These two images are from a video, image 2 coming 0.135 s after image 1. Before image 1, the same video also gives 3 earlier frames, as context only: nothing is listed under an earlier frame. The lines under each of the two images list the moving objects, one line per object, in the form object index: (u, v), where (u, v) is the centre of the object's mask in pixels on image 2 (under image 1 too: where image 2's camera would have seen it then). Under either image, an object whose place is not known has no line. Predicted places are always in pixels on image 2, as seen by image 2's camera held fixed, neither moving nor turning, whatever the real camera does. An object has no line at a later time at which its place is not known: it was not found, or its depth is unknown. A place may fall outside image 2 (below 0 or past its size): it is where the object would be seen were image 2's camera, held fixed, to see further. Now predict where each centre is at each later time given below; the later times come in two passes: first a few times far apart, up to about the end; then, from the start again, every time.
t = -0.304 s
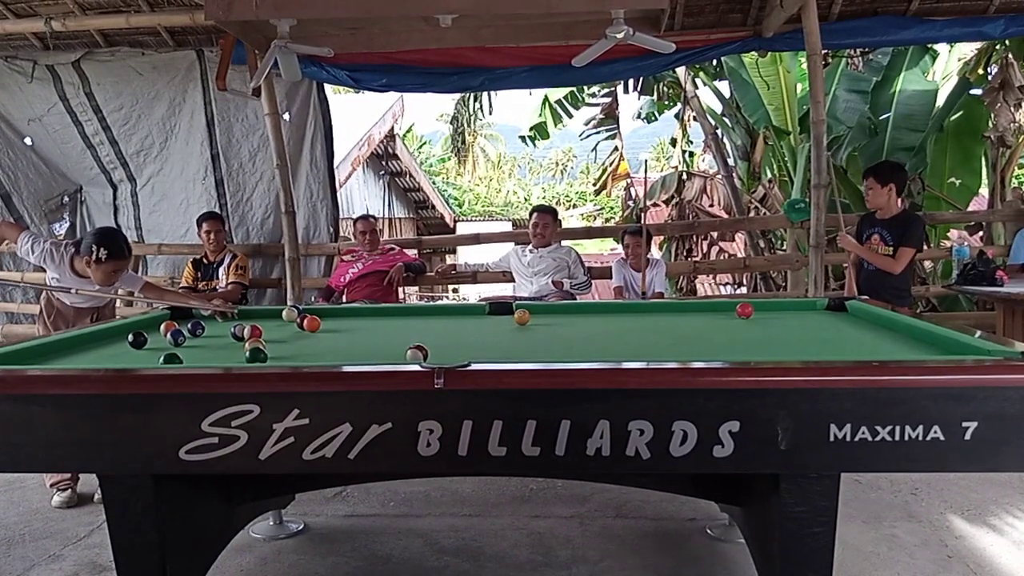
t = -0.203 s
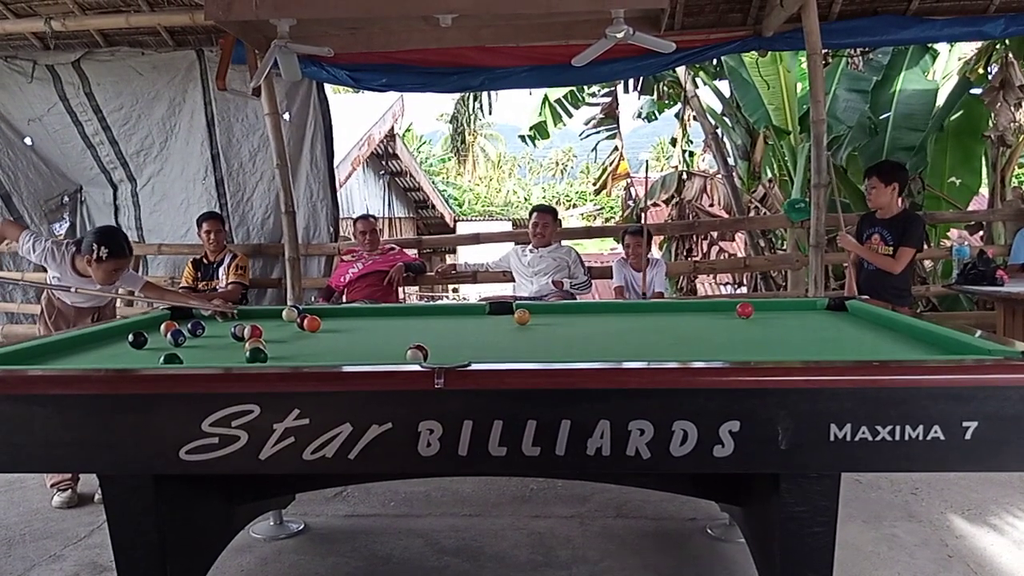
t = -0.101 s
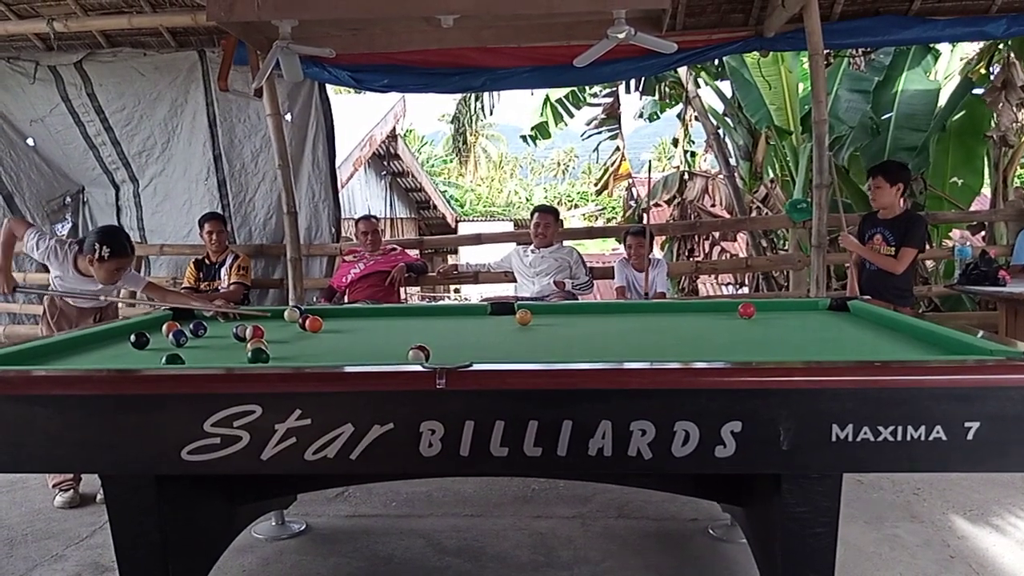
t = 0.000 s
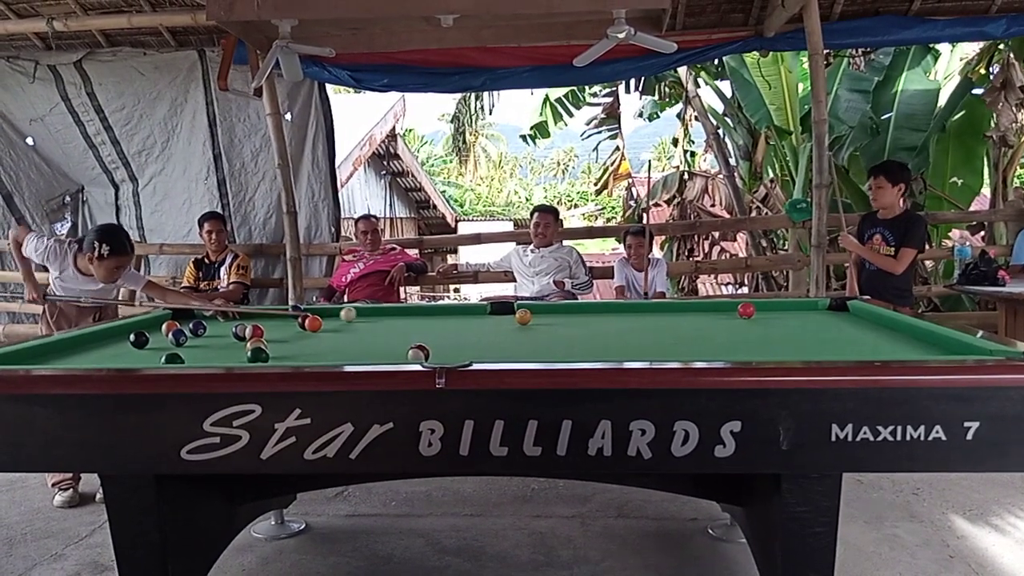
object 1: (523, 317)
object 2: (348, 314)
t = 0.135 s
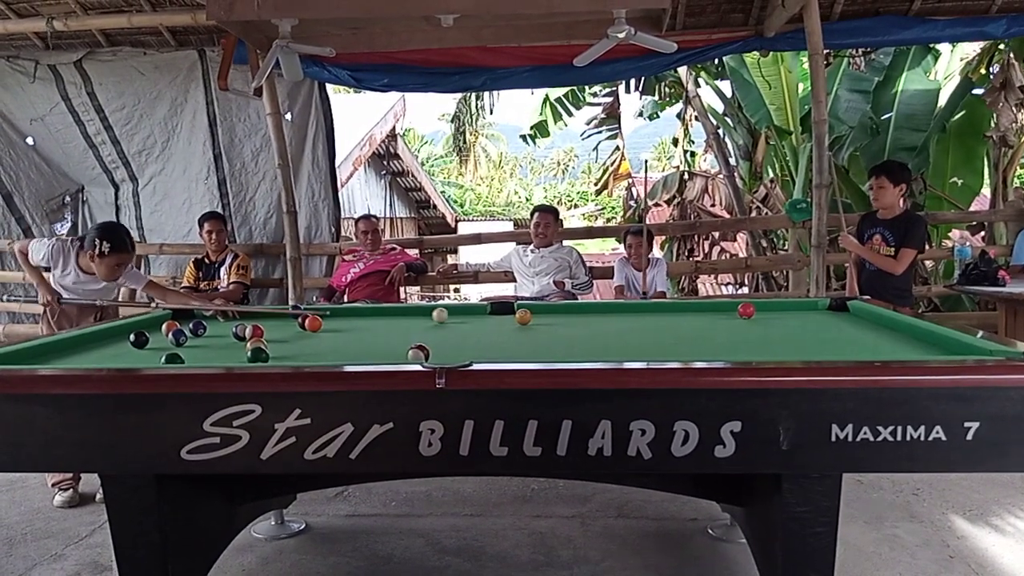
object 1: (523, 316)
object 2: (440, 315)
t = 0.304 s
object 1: (537, 318)
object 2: (524, 314)
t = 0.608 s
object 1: (615, 326)
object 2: (619, 308)
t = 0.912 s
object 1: (701, 335)
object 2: (698, 307)
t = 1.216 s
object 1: (804, 346)
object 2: (771, 308)
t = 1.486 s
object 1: (909, 351)
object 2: (836, 309)
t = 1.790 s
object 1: (969, 349)
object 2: (828, 312)
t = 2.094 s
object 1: (934, 346)
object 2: (801, 315)
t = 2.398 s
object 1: (896, 342)
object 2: (774, 318)
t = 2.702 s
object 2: (750, 320)
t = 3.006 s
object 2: (727, 323)
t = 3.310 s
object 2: (706, 325)
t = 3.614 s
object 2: (686, 327)
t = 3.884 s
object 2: (670, 328)
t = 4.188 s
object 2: (654, 330)
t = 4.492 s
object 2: (642, 330)
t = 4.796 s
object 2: (632, 331)
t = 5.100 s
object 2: (625, 331)
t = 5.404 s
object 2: (621, 331)
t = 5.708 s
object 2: (620, 331)
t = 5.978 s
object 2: (620, 331)
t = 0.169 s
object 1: (523, 317)
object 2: (461, 315)
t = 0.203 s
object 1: (523, 317)
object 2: (482, 315)
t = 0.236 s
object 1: (523, 317)
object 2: (501, 316)
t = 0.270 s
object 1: (528, 317)
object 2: (515, 315)
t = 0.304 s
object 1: (537, 318)
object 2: (524, 314)
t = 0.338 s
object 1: (547, 319)
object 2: (534, 313)
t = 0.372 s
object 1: (556, 320)
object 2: (545, 312)
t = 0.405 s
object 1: (564, 321)
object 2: (555, 311)
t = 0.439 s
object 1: (573, 322)
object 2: (566, 310)
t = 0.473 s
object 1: (581, 323)
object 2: (577, 309)
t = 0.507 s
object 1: (589, 324)
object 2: (588, 310)
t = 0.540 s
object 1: (598, 324)
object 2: (599, 309)
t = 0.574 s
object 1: (606, 325)
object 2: (609, 308)
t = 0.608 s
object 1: (615, 326)
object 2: (619, 308)
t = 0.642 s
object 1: (624, 327)
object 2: (630, 307)
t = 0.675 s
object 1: (633, 328)
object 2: (640, 307)
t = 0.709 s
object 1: (642, 329)
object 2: (650, 306)
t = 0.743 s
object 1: (652, 330)
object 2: (659, 306)
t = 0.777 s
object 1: (661, 331)
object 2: (667, 306)
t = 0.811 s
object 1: (671, 332)
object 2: (675, 306)
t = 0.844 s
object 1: (681, 333)
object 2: (683, 307)
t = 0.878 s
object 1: (691, 334)
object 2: (690, 307)
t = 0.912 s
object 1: (701, 335)
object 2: (698, 307)
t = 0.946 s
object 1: (712, 336)
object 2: (706, 307)
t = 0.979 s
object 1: (723, 337)
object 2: (714, 307)
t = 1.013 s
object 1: (733, 338)
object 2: (722, 307)
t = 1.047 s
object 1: (745, 339)
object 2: (730, 307)
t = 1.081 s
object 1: (756, 340)
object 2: (736, 306)
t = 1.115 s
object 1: (768, 342)
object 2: (746, 303)
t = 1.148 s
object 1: (779, 343)
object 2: (757, 307)
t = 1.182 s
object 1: (791, 344)
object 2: (763, 308)
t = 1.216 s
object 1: (804, 346)
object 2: (771, 308)
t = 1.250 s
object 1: (816, 346)
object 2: (779, 308)
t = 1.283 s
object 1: (828, 347)
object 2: (787, 308)
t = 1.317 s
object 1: (841, 348)
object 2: (796, 308)
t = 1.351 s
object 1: (854, 348)
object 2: (804, 308)
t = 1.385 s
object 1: (867, 349)
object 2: (812, 309)
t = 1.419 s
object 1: (881, 350)
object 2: (820, 309)
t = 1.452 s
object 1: (895, 350)
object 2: (828, 309)
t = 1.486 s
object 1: (909, 351)
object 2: (836, 309)
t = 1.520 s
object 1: (922, 351)
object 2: (844, 309)
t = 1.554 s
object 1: (936, 352)
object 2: (850, 309)
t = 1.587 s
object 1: (942, 351)
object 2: (847, 309)
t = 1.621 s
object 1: (946, 351)
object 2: (844, 310)
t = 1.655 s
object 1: (951, 351)
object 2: (841, 310)
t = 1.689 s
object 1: (955, 350)
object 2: (837, 311)
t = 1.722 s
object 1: (960, 350)
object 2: (834, 311)
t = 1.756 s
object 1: (964, 349)
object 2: (831, 312)
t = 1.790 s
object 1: (969, 349)
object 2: (828, 312)
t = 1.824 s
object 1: (972, 349)
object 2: (825, 312)
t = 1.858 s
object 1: (970, 349)
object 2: (822, 313)
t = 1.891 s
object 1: (964, 348)
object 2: (819, 313)
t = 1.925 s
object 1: (959, 348)
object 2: (816, 313)
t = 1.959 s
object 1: (954, 347)
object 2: (813, 313)
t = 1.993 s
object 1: (949, 347)
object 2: (810, 314)
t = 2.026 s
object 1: (944, 347)
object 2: (807, 314)
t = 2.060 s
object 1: (939, 346)
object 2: (803, 315)
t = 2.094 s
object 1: (934, 346)
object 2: (801, 315)
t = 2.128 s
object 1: (930, 346)
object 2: (798, 315)
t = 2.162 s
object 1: (925, 346)
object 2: (795, 316)
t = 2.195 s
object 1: (921, 345)
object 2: (792, 316)
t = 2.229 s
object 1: (916, 345)
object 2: (789, 316)
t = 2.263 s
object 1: (912, 344)
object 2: (786, 317)
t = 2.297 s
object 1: (908, 344)
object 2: (783, 317)
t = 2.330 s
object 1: (904, 343)
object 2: (780, 317)
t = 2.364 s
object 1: (900, 343)
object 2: (777, 317)
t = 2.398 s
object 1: (896, 342)
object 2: (774, 318)
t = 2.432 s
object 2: (772, 318)
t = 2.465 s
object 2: (769, 318)
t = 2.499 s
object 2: (766, 319)
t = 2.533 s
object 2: (764, 319)
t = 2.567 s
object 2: (761, 319)
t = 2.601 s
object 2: (758, 320)
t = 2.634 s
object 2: (755, 320)
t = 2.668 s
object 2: (753, 320)
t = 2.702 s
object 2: (750, 320)
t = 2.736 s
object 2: (747, 321)
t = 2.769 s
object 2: (745, 321)
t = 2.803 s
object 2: (742, 321)
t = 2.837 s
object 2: (739, 321)
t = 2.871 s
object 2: (737, 322)
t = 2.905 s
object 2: (734, 322)
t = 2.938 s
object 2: (732, 322)
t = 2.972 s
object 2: (729, 322)
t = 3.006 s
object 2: (727, 323)
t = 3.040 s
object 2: (724, 323)
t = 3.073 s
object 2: (722, 323)
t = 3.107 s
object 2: (720, 324)
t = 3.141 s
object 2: (717, 324)
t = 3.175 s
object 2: (715, 324)
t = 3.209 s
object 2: (713, 324)
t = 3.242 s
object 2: (710, 324)
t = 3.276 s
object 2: (708, 325)
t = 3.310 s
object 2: (706, 325)
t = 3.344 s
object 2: (703, 325)
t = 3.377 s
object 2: (701, 325)
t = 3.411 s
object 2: (699, 326)
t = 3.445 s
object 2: (696, 326)
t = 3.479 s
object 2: (694, 326)
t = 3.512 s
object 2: (692, 326)
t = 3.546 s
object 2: (690, 326)
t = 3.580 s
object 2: (688, 327)
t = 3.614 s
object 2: (686, 327)
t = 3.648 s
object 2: (684, 327)
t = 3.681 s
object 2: (682, 327)
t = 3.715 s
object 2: (680, 327)
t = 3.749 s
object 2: (677, 328)
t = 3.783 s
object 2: (676, 328)
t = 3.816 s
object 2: (674, 328)
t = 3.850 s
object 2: (672, 328)
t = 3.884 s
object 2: (670, 328)
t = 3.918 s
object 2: (668, 328)
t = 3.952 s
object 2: (666, 328)
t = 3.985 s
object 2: (664, 329)
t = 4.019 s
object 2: (662, 329)
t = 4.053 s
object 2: (661, 329)
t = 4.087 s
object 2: (659, 329)
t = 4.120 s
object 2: (658, 329)
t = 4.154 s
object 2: (656, 329)
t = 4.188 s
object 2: (654, 330)
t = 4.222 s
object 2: (653, 330)
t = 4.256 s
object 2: (651, 330)
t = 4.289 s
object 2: (650, 330)
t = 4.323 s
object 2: (649, 330)
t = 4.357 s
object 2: (647, 330)
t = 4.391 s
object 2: (645, 330)
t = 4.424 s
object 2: (644, 330)
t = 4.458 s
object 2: (643, 330)
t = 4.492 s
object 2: (642, 330)
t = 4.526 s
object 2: (641, 330)
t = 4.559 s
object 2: (640, 330)
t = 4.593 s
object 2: (638, 331)
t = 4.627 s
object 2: (637, 330)
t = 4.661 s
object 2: (636, 330)
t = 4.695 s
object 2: (635, 331)
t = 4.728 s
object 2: (634, 331)
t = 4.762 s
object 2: (633, 331)
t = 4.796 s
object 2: (632, 331)
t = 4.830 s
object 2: (631, 331)
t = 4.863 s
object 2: (631, 331)
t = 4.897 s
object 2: (630, 331)
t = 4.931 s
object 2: (629, 331)
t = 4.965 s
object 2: (628, 331)
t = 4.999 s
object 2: (628, 331)
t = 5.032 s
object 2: (627, 331)
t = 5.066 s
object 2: (626, 331)
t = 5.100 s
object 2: (625, 331)
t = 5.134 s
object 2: (625, 331)
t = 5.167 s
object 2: (624, 331)
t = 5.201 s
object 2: (623, 331)
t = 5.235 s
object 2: (623, 331)
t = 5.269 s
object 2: (623, 331)
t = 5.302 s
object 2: (622, 331)
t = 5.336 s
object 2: (622, 331)
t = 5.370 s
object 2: (622, 331)
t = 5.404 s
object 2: (621, 331)
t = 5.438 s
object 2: (621, 331)
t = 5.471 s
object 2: (620, 331)
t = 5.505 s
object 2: (621, 331)
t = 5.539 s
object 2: (620, 331)
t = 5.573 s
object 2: (620, 331)
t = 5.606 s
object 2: (620, 331)
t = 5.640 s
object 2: (620, 331)
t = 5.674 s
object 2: (620, 331)
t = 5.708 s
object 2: (620, 331)
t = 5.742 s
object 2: (620, 331)
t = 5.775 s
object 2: (621, 331)
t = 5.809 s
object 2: (621, 331)
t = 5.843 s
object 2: (620, 331)
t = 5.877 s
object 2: (620, 331)
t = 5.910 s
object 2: (620, 331)
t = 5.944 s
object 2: (620, 331)
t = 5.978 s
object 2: (620, 331)
